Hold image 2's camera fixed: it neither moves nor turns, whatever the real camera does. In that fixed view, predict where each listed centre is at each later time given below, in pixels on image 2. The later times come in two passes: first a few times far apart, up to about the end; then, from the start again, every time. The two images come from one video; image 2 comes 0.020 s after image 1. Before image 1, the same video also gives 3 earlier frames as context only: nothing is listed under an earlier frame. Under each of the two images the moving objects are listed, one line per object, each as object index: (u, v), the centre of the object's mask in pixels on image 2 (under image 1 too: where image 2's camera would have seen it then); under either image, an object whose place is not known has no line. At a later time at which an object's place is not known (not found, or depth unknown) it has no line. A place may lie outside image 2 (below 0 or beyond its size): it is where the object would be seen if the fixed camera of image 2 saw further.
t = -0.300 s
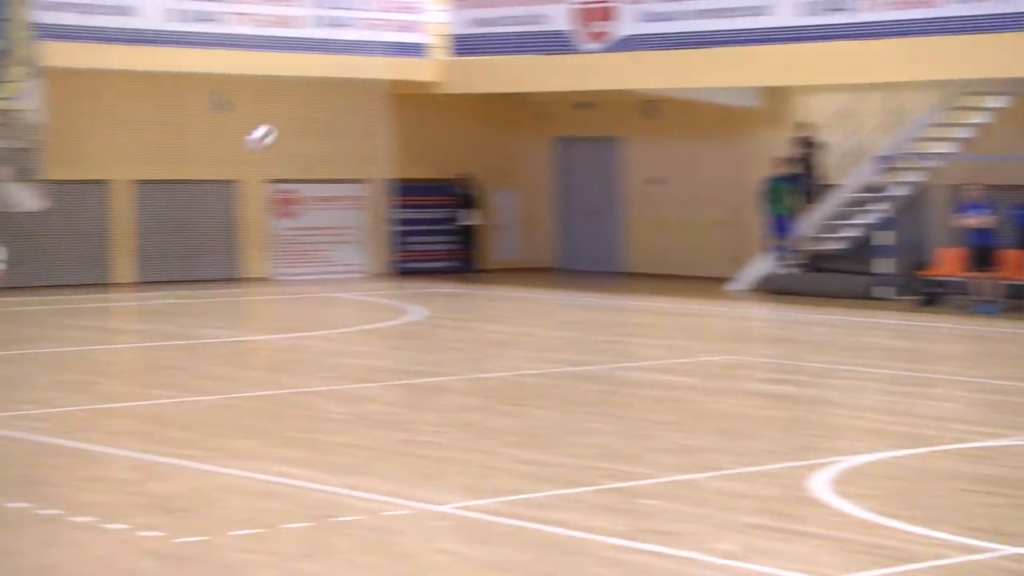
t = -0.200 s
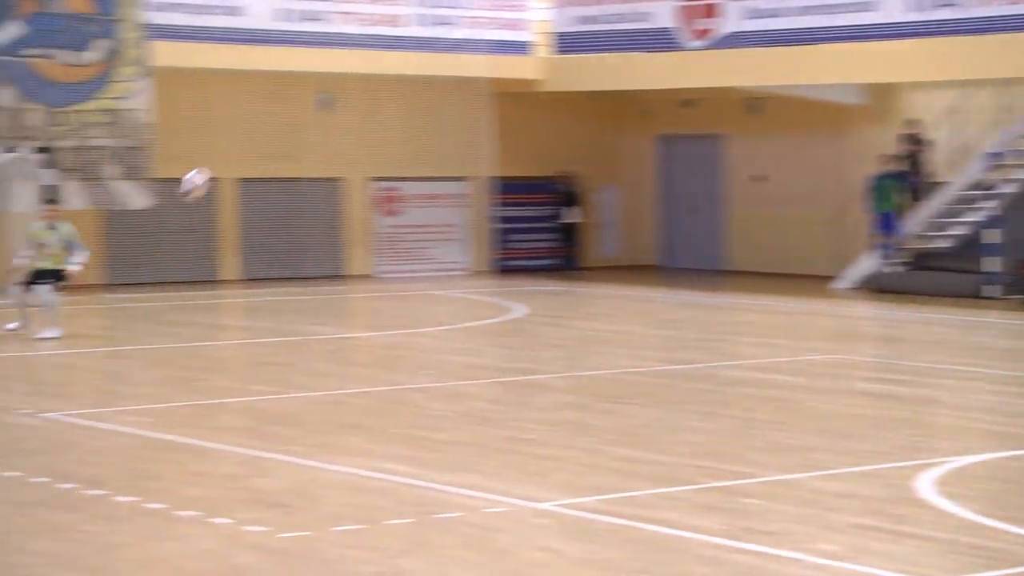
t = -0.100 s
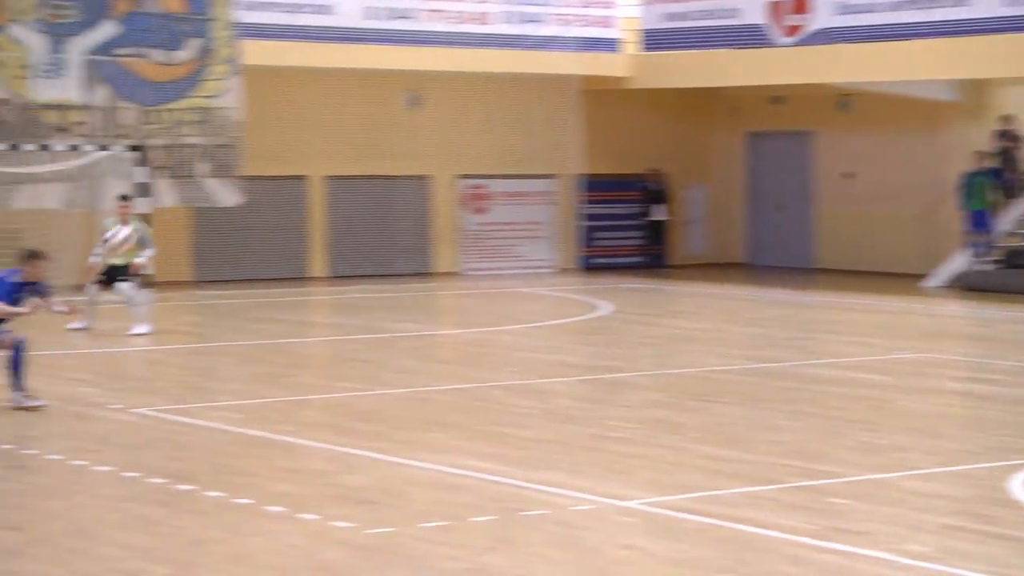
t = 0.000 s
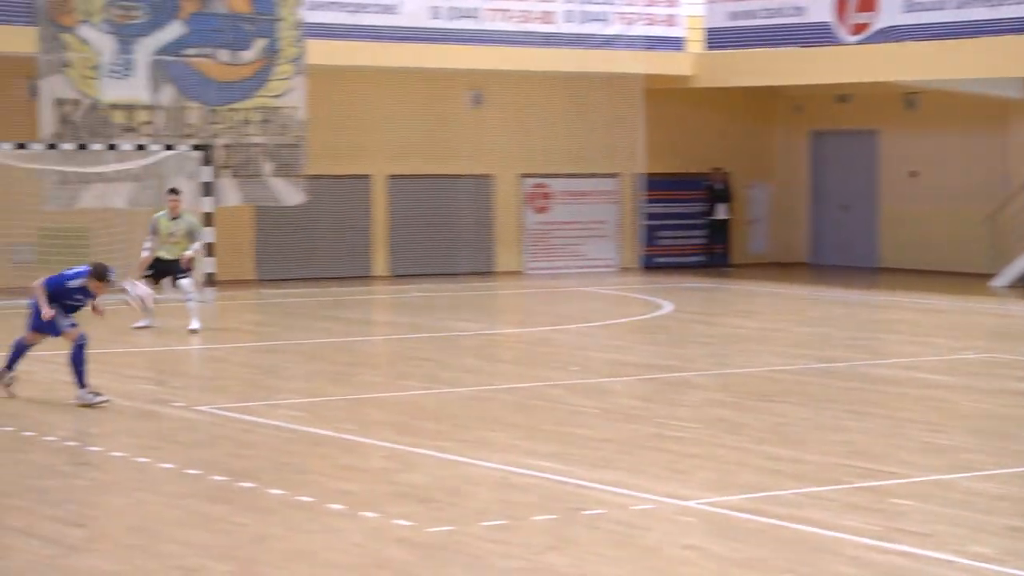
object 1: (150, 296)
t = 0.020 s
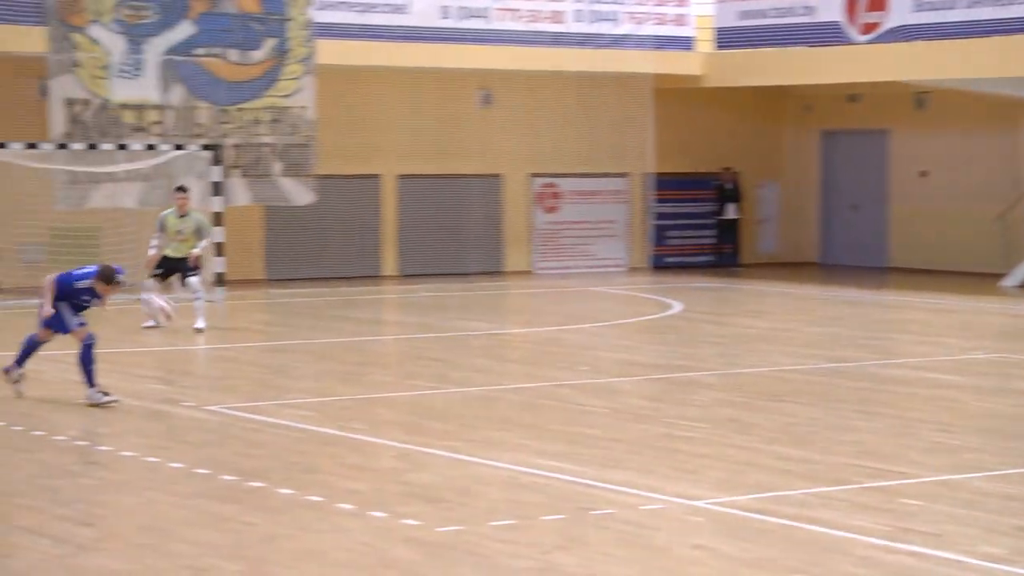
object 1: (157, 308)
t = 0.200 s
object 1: (249, 433)
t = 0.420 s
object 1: (351, 396)
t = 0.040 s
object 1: (167, 319)
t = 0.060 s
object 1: (178, 333)
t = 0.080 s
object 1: (187, 348)
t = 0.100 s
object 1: (198, 364)
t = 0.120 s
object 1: (208, 383)
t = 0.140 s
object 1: (217, 400)
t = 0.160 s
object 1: (227, 419)
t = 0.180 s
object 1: (239, 438)
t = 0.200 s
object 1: (249, 433)
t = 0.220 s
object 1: (257, 428)
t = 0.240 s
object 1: (265, 422)
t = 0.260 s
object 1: (274, 416)
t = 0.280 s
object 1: (283, 412)
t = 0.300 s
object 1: (291, 408)
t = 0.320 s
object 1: (301, 404)
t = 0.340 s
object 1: (310, 402)
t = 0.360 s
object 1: (319, 398)
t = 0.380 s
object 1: (330, 397)
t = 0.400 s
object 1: (340, 396)
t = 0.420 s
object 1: (351, 396)
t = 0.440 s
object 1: (361, 396)
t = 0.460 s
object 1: (371, 398)
